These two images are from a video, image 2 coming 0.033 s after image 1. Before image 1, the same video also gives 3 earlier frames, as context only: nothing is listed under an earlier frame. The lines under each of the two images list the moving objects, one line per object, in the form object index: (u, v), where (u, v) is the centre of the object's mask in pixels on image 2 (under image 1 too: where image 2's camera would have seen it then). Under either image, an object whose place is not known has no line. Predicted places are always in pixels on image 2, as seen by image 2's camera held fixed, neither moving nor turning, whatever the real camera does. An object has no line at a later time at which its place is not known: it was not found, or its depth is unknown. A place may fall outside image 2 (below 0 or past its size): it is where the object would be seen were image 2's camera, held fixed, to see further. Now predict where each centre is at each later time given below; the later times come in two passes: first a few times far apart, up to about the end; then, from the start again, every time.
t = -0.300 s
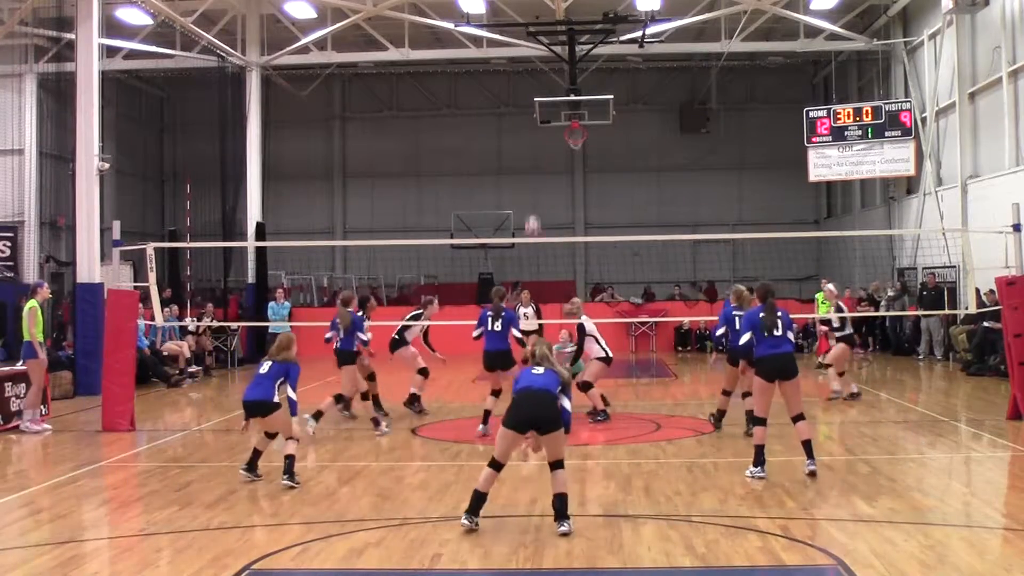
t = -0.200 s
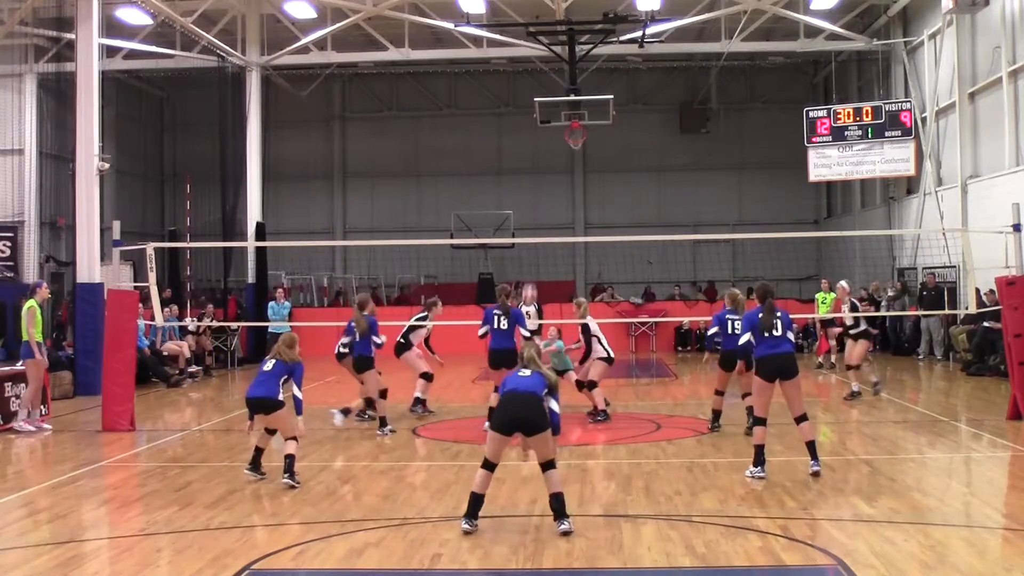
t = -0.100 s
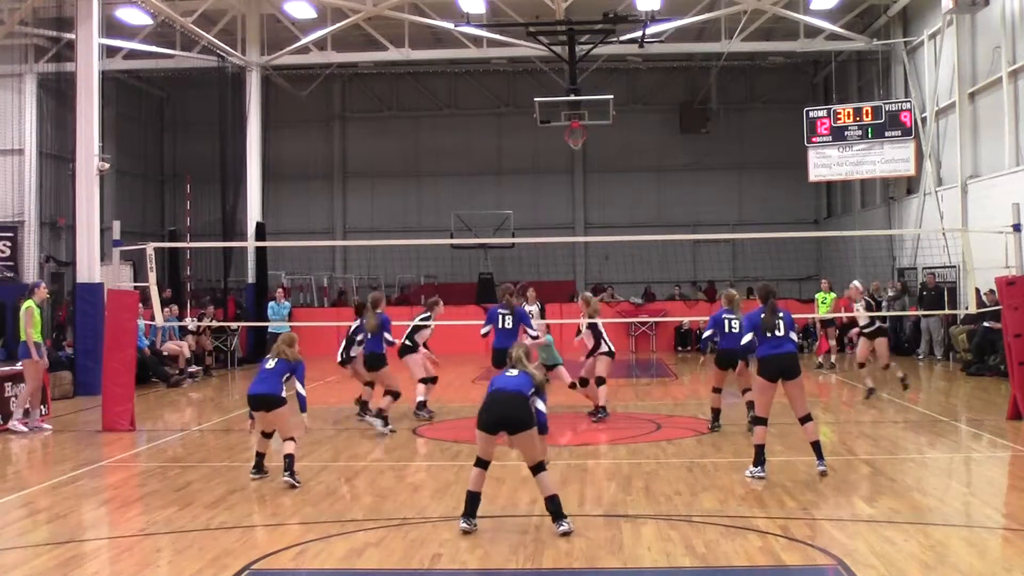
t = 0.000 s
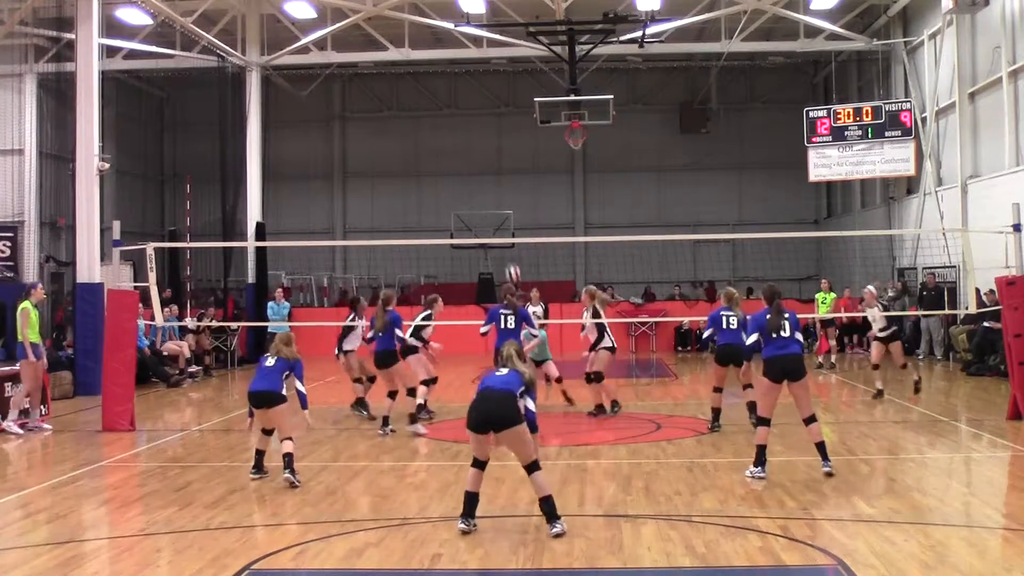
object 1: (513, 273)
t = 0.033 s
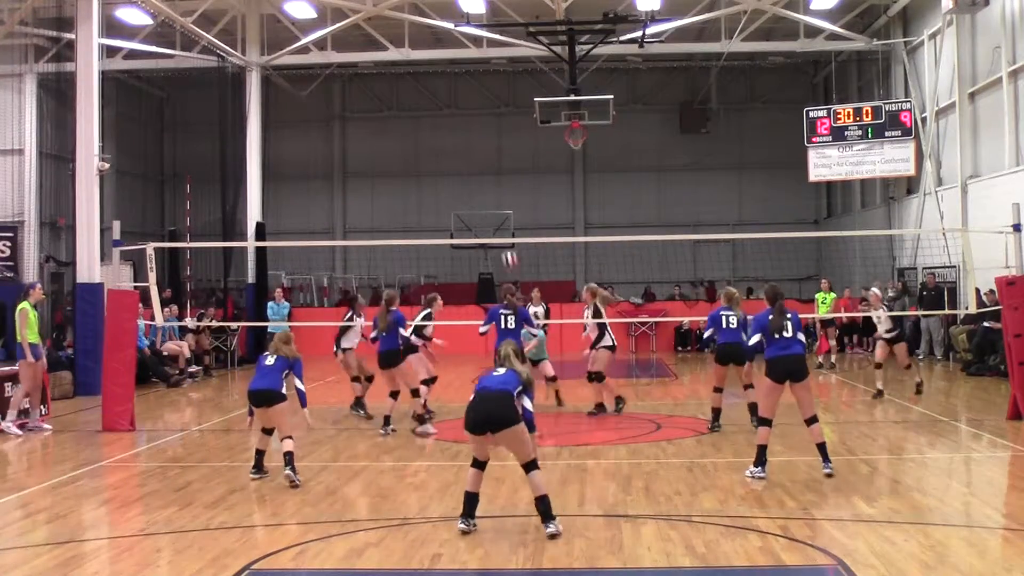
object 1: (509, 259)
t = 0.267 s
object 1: (485, 179)
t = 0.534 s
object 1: (458, 135)
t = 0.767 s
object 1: (434, 141)
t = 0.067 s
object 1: (506, 247)
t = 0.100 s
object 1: (503, 231)
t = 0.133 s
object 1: (499, 220)
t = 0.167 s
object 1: (496, 208)
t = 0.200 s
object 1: (492, 197)
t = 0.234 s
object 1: (489, 188)
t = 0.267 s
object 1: (485, 179)
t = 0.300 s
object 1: (481, 170)
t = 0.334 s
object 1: (478, 163)
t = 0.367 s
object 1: (474, 156)
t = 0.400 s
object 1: (471, 151)
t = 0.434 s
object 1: (468, 146)
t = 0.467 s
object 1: (464, 141)
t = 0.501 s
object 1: (461, 138)
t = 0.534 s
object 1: (458, 135)
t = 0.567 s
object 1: (454, 133)
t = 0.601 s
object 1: (451, 132)
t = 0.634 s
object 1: (447, 133)
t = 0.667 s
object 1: (444, 134)
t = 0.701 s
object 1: (441, 135)
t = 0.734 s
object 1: (437, 138)
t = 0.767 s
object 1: (434, 141)
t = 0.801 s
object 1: (430, 145)
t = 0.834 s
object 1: (427, 150)
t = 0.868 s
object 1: (423, 157)
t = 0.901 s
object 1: (420, 164)
